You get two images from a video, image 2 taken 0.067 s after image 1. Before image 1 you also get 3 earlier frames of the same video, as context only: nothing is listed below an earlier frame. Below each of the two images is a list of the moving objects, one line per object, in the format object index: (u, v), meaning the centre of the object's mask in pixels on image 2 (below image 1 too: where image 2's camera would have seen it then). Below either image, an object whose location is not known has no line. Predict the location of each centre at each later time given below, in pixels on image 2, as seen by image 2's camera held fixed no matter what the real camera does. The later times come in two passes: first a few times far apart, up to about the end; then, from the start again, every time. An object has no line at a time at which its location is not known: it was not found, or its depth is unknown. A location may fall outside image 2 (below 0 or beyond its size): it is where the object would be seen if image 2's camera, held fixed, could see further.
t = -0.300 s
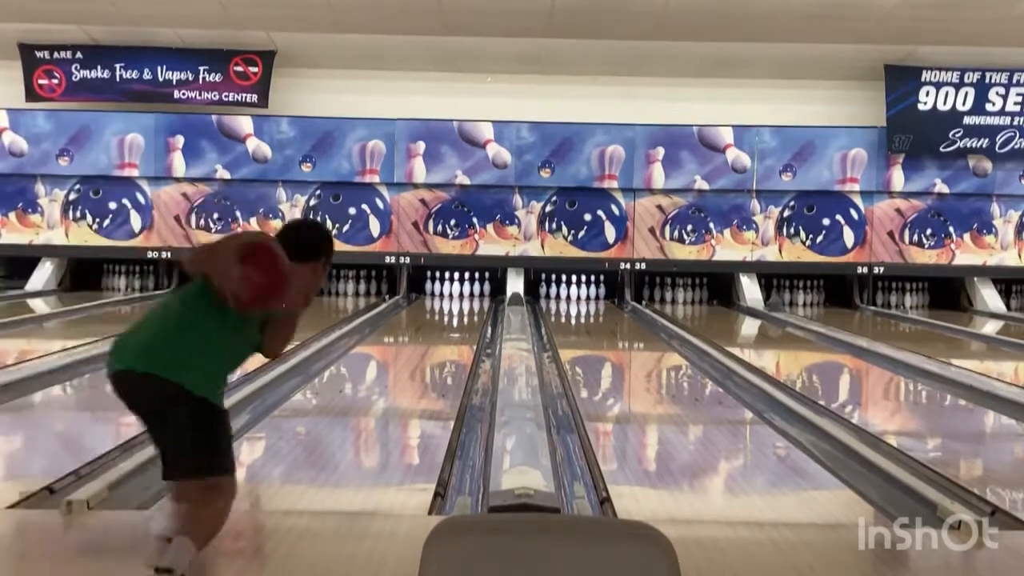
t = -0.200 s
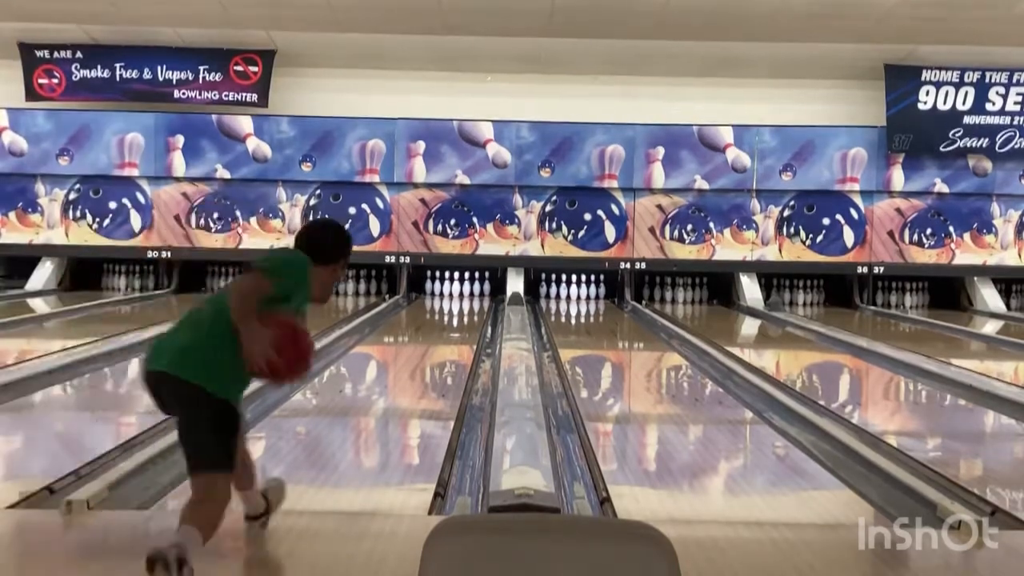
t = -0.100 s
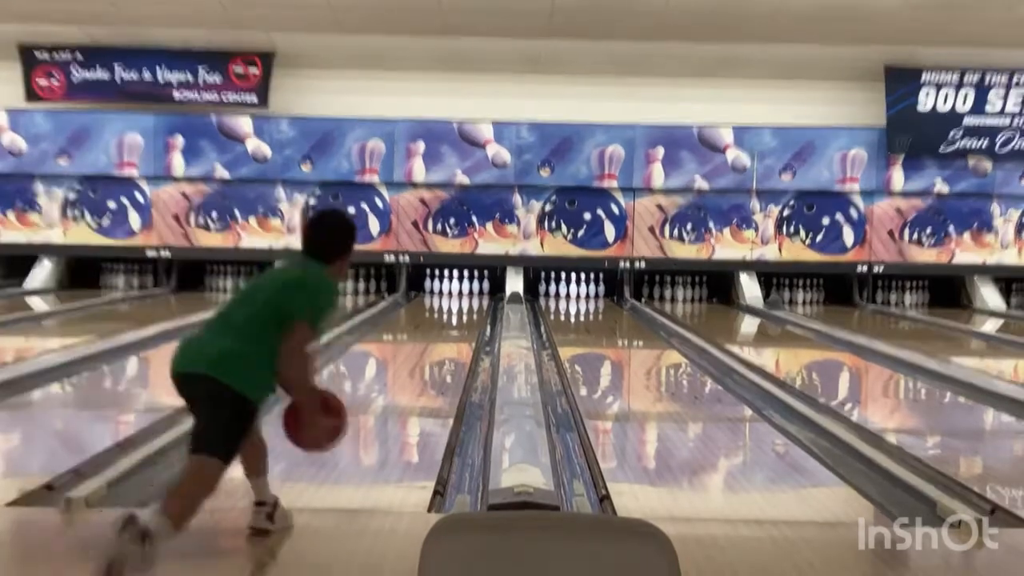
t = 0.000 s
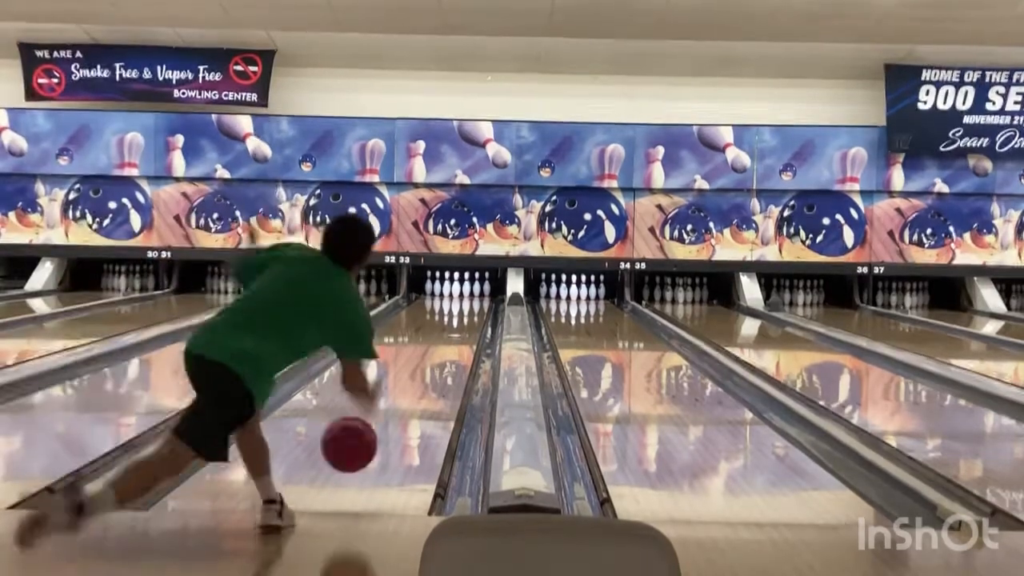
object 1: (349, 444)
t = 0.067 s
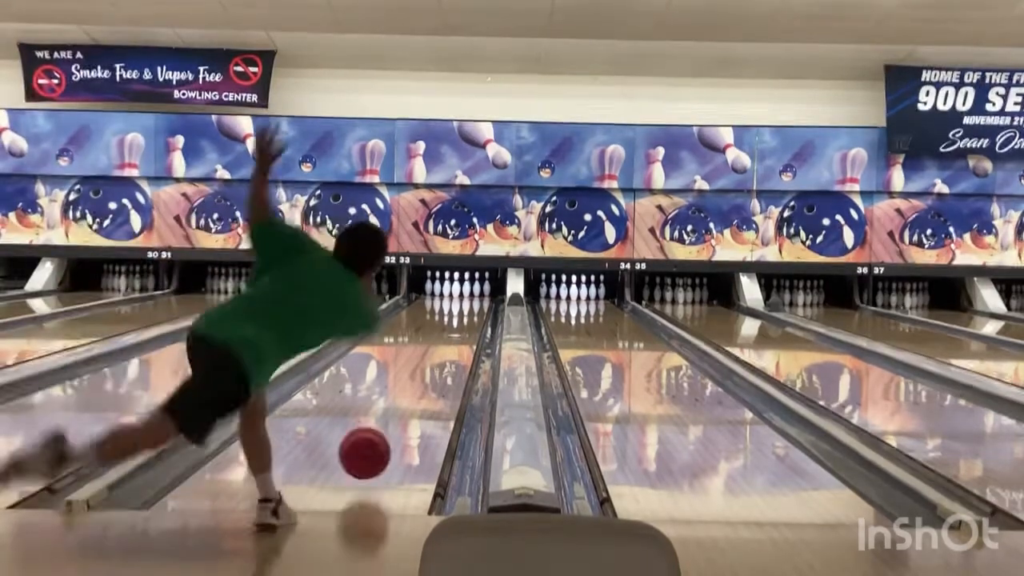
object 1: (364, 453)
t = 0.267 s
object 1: (399, 419)
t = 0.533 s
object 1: (429, 380)
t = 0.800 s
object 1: (448, 355)
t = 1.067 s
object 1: (459, 339)
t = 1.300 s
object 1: (465, 324)
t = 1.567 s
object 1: (472, 312)
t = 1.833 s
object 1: (470, 306)
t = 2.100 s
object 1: (467, 299)
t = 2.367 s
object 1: (462, 294)
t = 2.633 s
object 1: (460, 290)
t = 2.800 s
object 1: (461, 289)
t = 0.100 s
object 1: (371, 453)
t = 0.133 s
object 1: (378, 443)
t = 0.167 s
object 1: (384, 435)
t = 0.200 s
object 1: (390, 431)
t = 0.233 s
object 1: (396, 425)
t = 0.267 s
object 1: (399, 419)
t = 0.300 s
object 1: (404, 413)
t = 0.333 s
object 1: (408, 408)
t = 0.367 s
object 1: (413, 403)
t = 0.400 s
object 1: (416, 398)
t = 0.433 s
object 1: (420, 393)
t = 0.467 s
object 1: (423, 388)
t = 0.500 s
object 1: (426, 384)
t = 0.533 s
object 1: (429, 380)
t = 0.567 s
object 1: (432, 377)
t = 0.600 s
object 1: (435, 373)
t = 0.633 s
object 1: (438, 370)
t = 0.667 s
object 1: (439, 366)
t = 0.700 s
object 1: (442, 363)
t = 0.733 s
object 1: (444, 361)
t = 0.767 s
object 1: (446, 358)
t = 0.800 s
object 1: (448, 355)
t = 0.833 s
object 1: (449, 352)
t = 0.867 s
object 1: (451, 350)
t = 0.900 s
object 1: (452, 348)
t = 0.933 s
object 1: (454, 345)
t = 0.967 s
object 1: (456, 343)
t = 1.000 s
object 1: (456, 341)
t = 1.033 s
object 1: (458, 340)
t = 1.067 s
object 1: (459, 339)
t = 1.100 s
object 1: (460, 335)
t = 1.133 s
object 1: (461, 332)
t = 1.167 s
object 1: (462, 331)
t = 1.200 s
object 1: (463, 329)
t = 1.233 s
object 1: (465, 327)
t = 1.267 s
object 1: (464, 326)
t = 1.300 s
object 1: (465, 324)
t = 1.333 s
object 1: (466, 323)
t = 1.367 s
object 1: (467, 322)
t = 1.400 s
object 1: (467, 321)
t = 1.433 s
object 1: (467, 319)
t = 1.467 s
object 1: (467, 318)
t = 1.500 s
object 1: (468, 317)
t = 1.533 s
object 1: (468, 315)
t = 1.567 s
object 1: (472, 312)
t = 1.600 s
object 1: (469, 313)
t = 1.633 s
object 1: (469, 312)
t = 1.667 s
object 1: (469, 312)
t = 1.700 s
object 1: (469, 310)
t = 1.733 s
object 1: (469, 308)
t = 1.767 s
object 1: (470, 307)
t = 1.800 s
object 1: (470, 307)
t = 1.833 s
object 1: (470, 306)
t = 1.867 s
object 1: (469, 305)
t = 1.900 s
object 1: (469, 304)
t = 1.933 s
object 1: (469, 304)
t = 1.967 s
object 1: (469, 302)
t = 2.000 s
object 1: (468, 302)
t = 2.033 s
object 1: (468, 301)
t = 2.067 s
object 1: (468, 300)
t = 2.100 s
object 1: (467, 299)
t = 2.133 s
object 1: (466, 298)
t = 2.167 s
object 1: (466, 298)
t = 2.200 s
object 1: (466, 297)
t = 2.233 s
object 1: (465, 296)
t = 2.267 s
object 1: (465, 296)
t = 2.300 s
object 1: (465, 295)
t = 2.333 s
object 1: (463, 294)
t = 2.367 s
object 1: (462, 294)
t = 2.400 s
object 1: (461, 293)
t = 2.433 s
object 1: (460, 292)
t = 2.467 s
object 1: (459, 291)
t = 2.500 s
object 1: (461, 291)
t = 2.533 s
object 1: (460, 290)
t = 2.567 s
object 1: (460, 290)
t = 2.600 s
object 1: (460, 290)
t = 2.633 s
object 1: (460, 290)
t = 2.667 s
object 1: (460, 290)
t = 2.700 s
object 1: (460, 289)
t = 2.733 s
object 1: (460, 289)
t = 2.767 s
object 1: (459, 289)
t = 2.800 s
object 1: (461, 289)
